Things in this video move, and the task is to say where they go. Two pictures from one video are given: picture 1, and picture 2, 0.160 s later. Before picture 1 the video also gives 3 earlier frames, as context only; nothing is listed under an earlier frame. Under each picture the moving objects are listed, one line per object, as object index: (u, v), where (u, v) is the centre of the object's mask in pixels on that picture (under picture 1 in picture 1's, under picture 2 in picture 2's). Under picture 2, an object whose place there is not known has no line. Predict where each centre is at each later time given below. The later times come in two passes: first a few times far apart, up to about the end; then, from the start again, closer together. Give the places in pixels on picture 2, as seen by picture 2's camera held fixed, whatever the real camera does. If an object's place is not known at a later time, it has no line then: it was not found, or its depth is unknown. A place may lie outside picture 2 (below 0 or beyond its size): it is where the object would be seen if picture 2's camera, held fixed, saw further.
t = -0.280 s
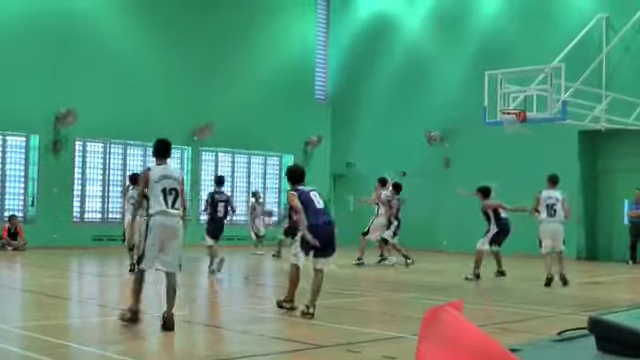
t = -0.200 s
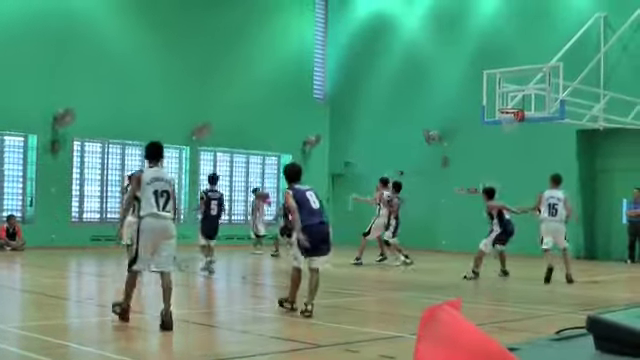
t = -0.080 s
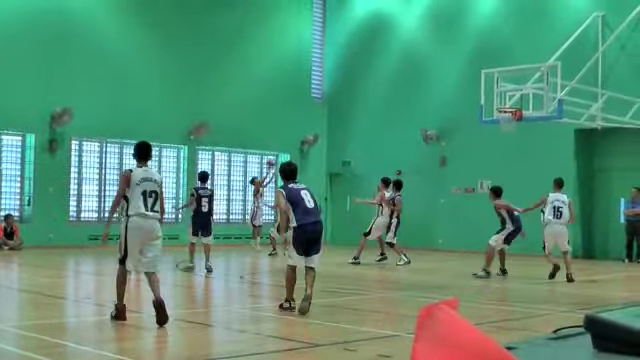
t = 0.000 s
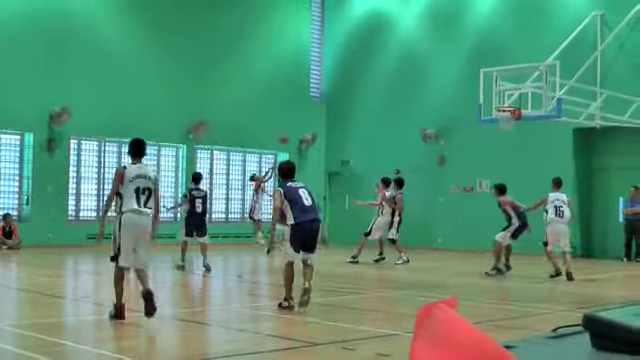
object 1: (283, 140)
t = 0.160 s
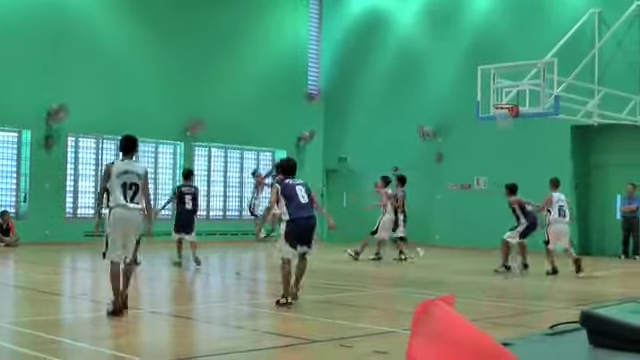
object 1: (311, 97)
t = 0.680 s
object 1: (406, 31)
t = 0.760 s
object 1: (422, 31)
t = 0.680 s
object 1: (406, 31)
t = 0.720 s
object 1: (414, 31)
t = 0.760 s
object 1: (422, 31)
